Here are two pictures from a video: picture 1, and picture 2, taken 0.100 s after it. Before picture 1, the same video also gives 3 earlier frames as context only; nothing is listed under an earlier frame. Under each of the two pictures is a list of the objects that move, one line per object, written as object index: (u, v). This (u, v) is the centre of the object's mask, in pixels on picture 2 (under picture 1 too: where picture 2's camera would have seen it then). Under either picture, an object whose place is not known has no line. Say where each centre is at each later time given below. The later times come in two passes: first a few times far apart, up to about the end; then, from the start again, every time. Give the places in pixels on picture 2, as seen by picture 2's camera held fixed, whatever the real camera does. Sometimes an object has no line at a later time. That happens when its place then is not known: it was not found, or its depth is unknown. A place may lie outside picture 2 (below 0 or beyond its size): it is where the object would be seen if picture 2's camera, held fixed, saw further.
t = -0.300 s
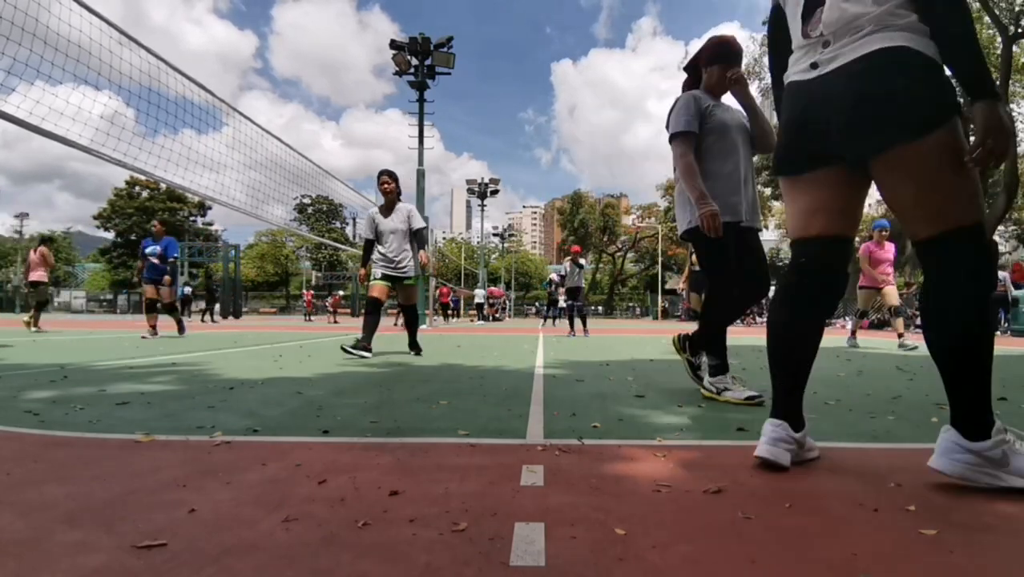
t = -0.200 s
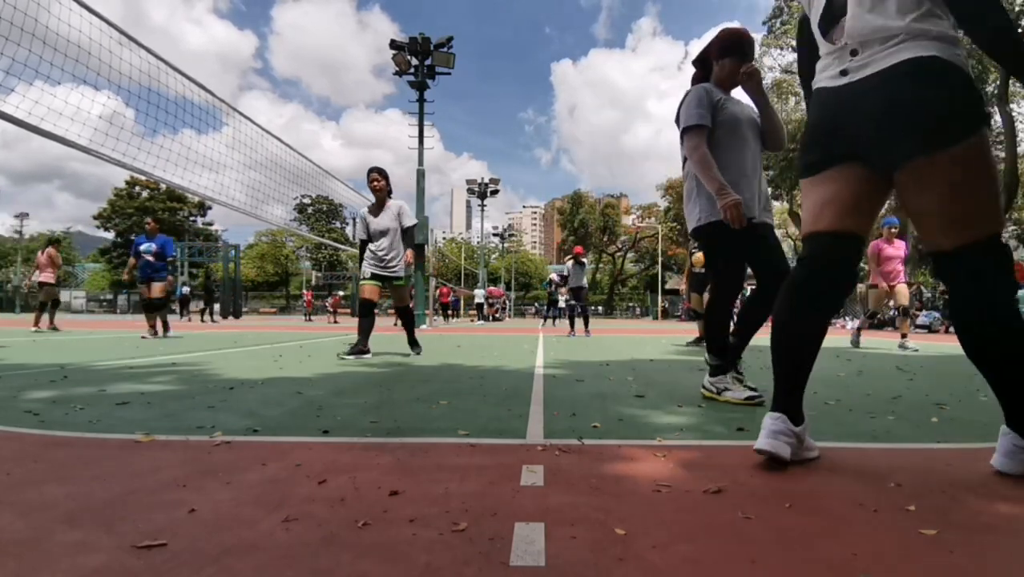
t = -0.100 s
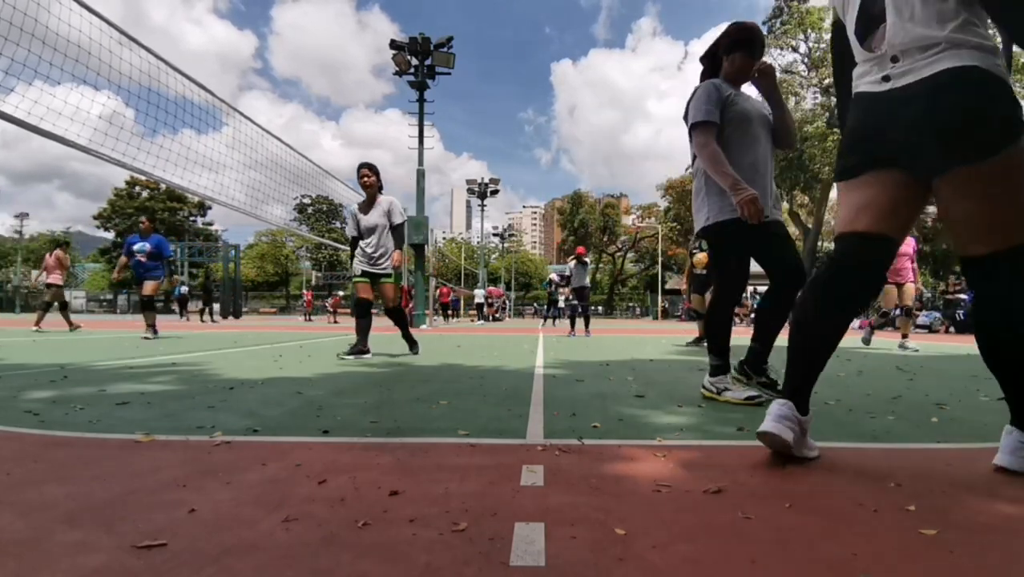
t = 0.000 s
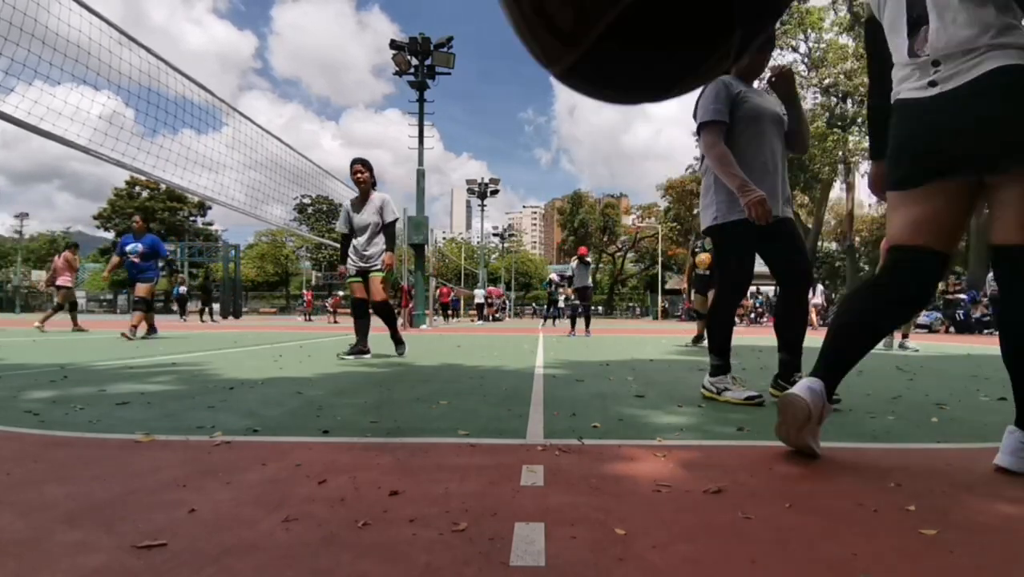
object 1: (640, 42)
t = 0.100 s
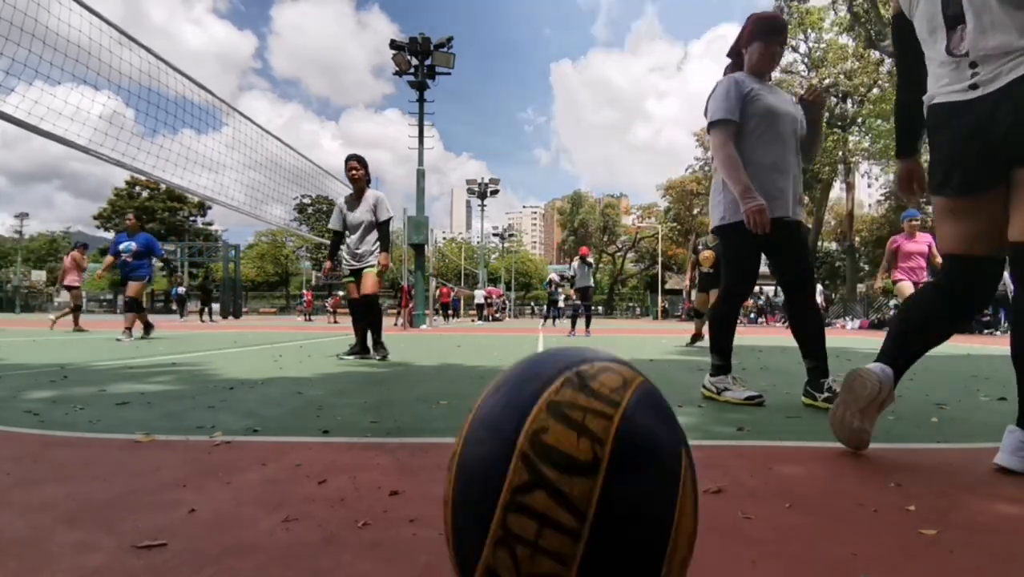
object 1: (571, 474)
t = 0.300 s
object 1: (513, 164)
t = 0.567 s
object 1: (481, 114)
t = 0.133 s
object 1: (555, 529)
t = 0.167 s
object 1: (544, 452)
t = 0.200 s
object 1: (535, 353)
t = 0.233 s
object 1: (527, 273)
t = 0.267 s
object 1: (519, 211)
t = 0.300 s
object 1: (513, 164)
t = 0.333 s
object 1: (508, 130)
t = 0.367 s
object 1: (503, 105)
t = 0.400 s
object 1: (499, 90)
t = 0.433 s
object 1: (495, 83)
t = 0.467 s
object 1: (491, 82)
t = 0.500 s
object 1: (488, 87)
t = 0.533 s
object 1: (484, 99)
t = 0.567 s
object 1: (481, 114)
